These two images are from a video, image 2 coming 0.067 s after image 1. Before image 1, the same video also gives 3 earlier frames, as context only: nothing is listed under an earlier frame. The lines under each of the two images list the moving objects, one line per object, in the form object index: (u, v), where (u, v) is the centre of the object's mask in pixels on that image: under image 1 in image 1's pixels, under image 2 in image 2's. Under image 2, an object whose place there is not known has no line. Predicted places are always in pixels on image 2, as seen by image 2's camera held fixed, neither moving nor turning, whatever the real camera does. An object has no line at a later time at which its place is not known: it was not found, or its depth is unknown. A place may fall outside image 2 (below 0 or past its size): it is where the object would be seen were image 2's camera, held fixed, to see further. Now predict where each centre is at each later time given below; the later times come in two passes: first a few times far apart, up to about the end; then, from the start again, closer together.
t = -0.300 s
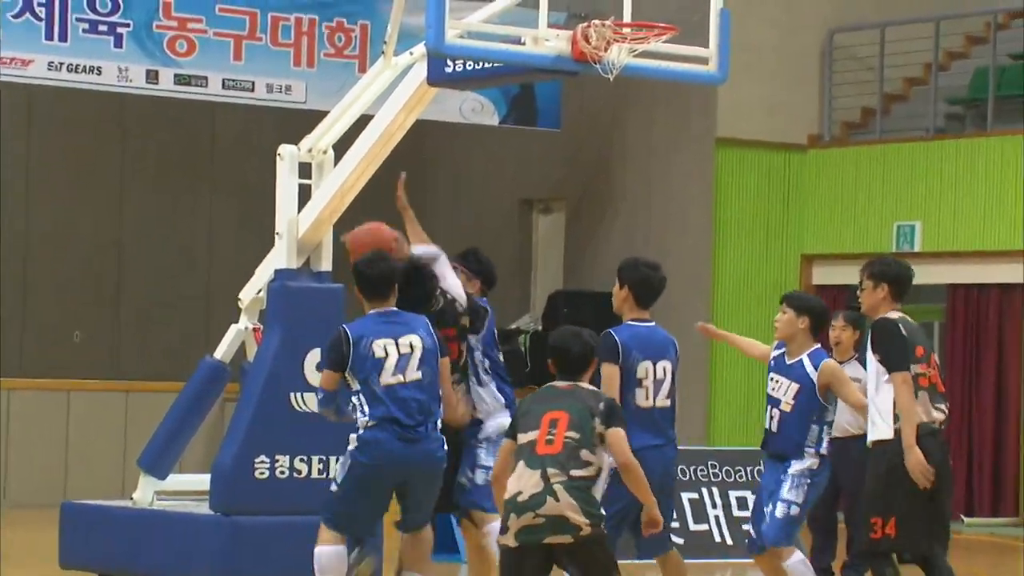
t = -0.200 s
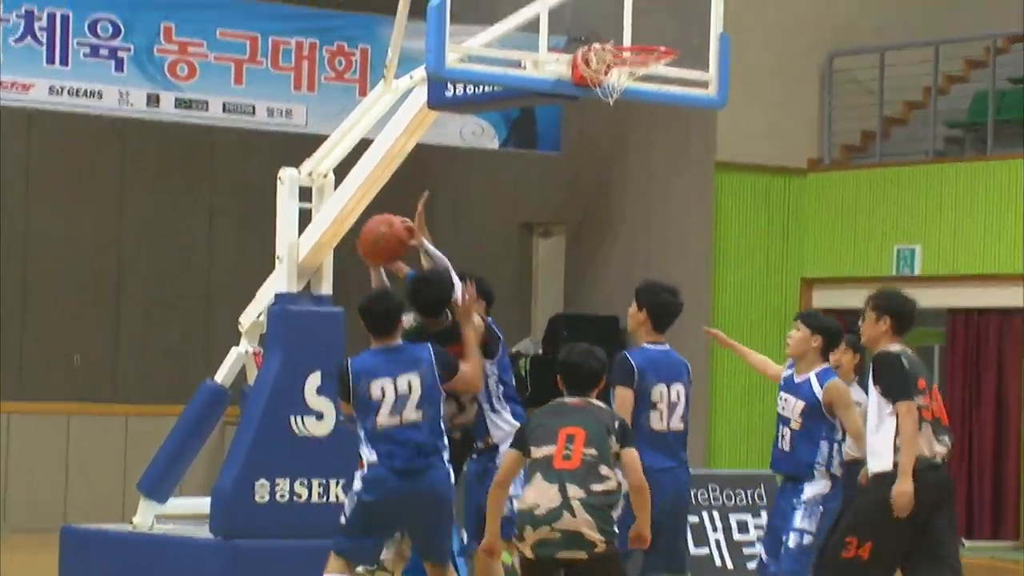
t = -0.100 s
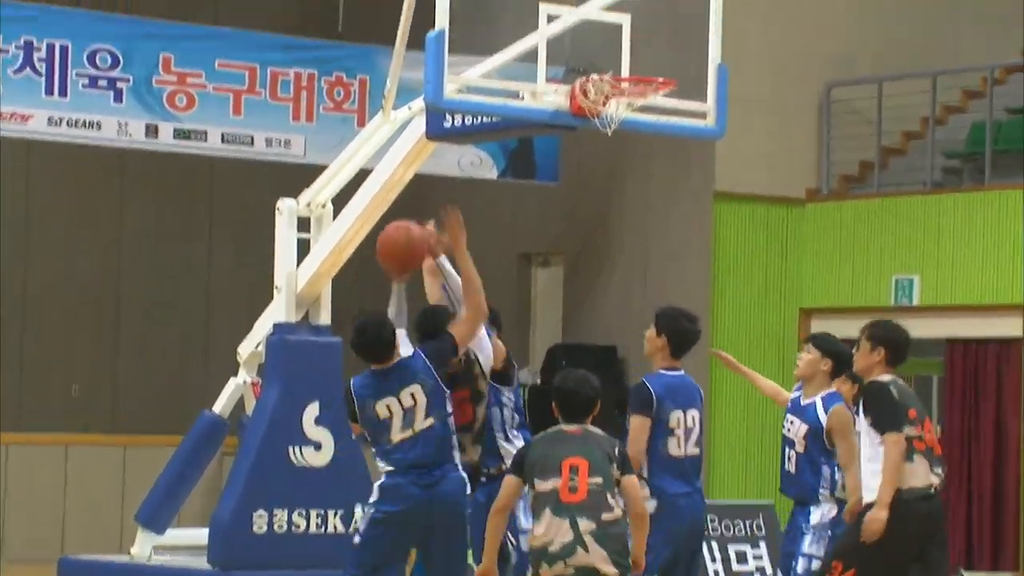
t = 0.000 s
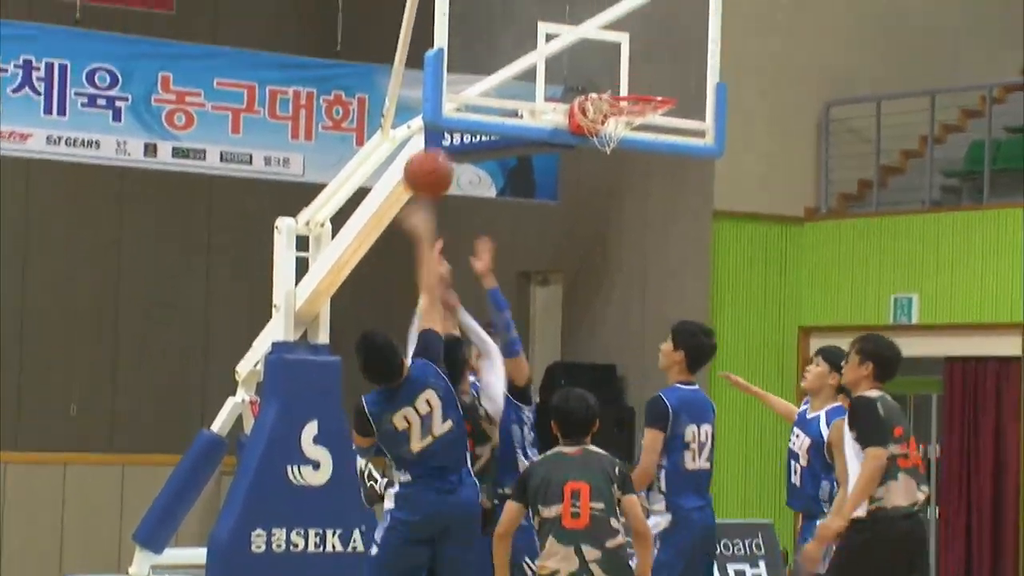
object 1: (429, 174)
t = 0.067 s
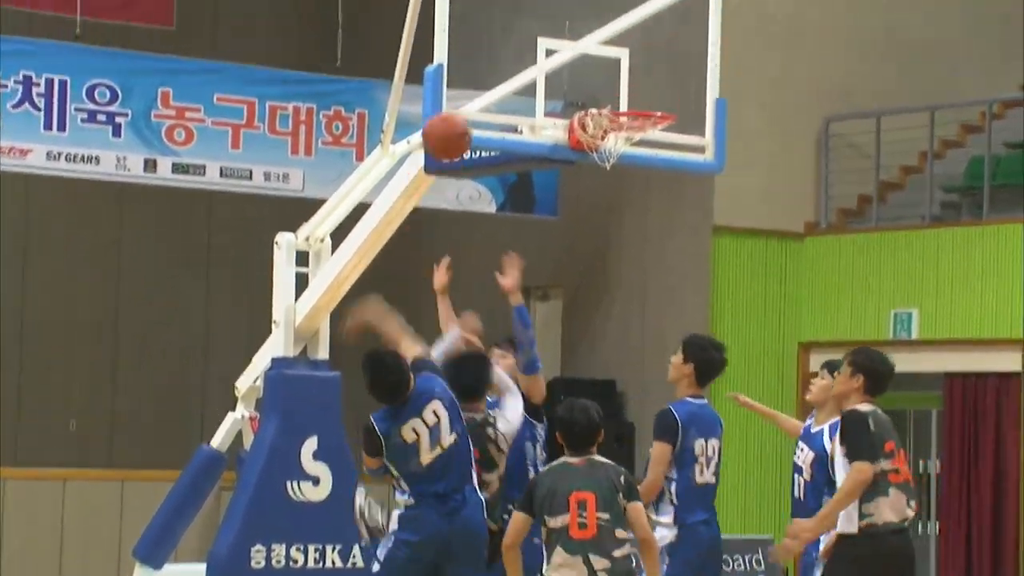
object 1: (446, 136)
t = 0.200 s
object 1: (497, 77)
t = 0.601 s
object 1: (649, 136)
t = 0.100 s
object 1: (455, 113)
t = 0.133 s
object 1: (465, 93)
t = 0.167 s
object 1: (480, 82)
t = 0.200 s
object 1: (497, 77)
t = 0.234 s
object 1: (512, 71)
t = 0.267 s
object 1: (528, 69)
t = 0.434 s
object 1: (605, 85)
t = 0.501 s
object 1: (634, 100)
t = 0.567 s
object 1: (646, 124)
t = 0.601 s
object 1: (649, 136)
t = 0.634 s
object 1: (649, 140)
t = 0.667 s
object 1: (647, 142)
